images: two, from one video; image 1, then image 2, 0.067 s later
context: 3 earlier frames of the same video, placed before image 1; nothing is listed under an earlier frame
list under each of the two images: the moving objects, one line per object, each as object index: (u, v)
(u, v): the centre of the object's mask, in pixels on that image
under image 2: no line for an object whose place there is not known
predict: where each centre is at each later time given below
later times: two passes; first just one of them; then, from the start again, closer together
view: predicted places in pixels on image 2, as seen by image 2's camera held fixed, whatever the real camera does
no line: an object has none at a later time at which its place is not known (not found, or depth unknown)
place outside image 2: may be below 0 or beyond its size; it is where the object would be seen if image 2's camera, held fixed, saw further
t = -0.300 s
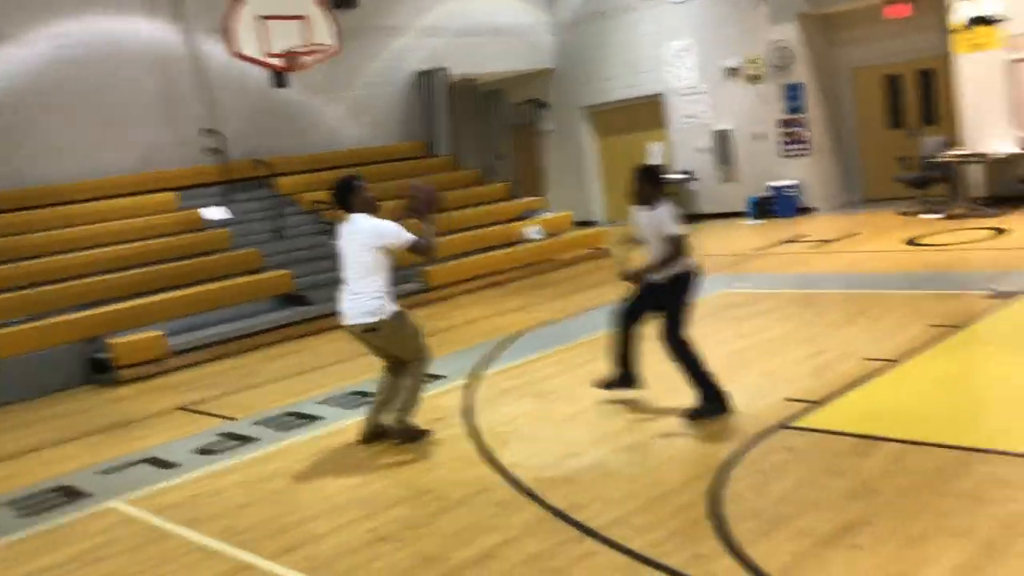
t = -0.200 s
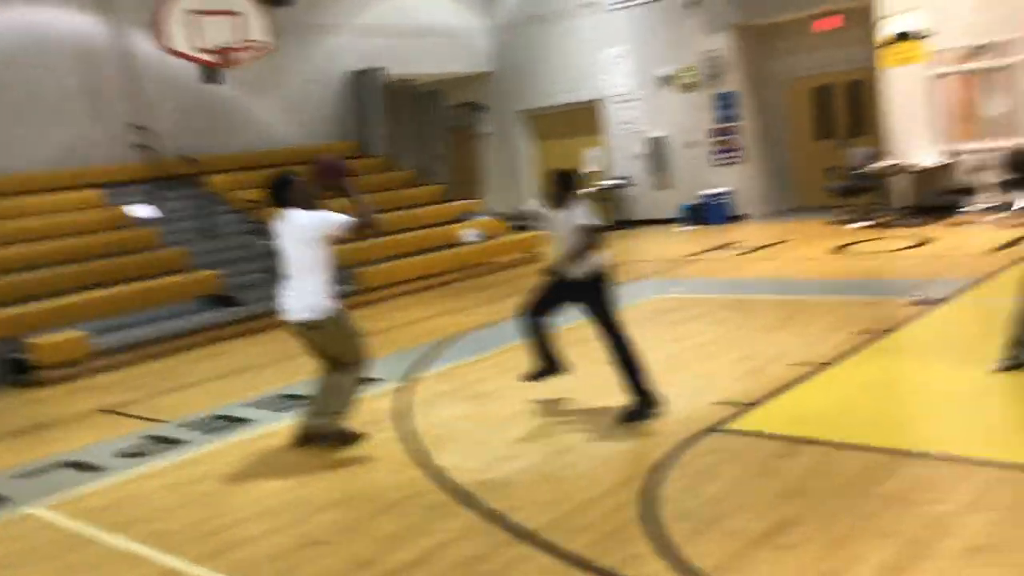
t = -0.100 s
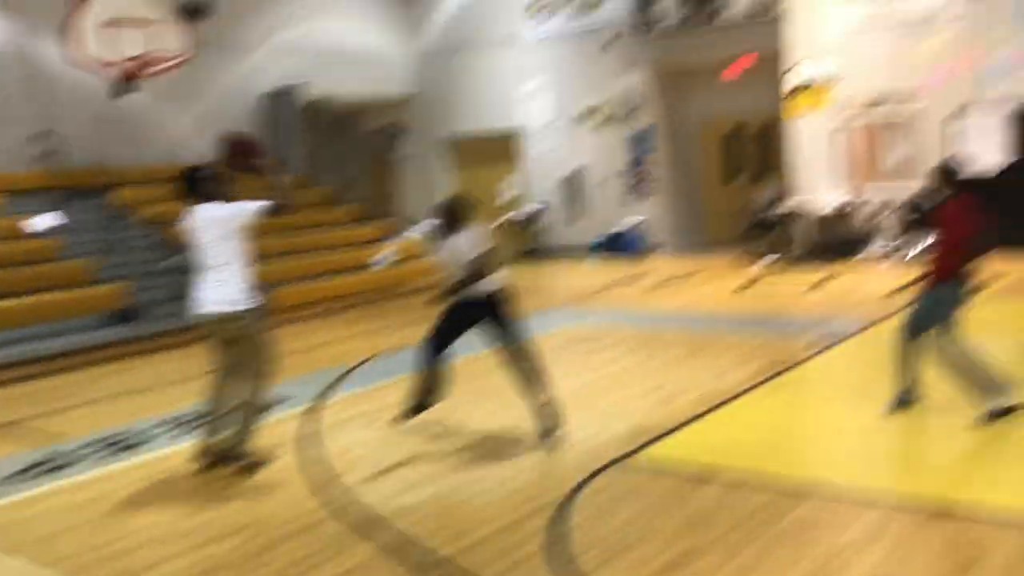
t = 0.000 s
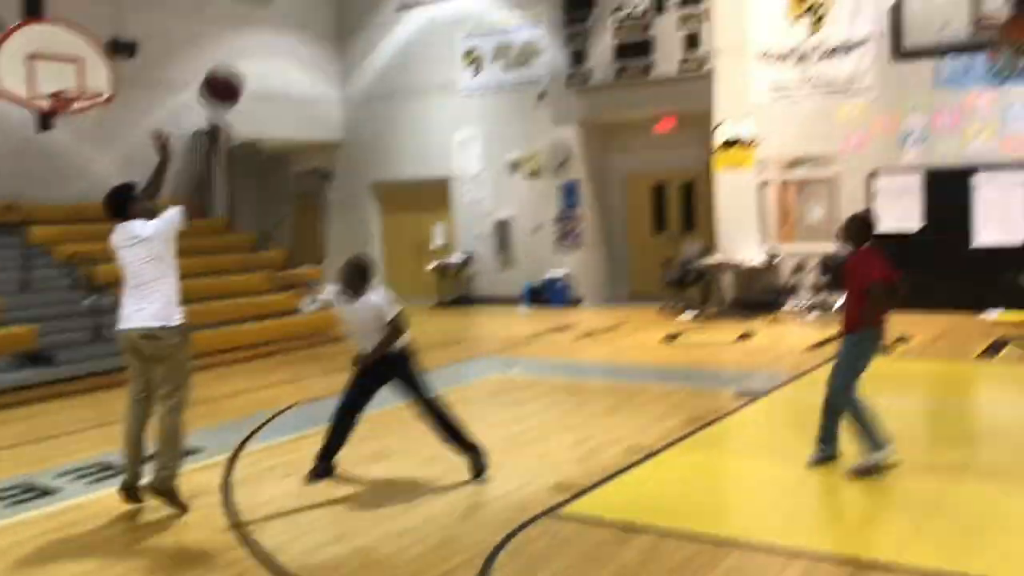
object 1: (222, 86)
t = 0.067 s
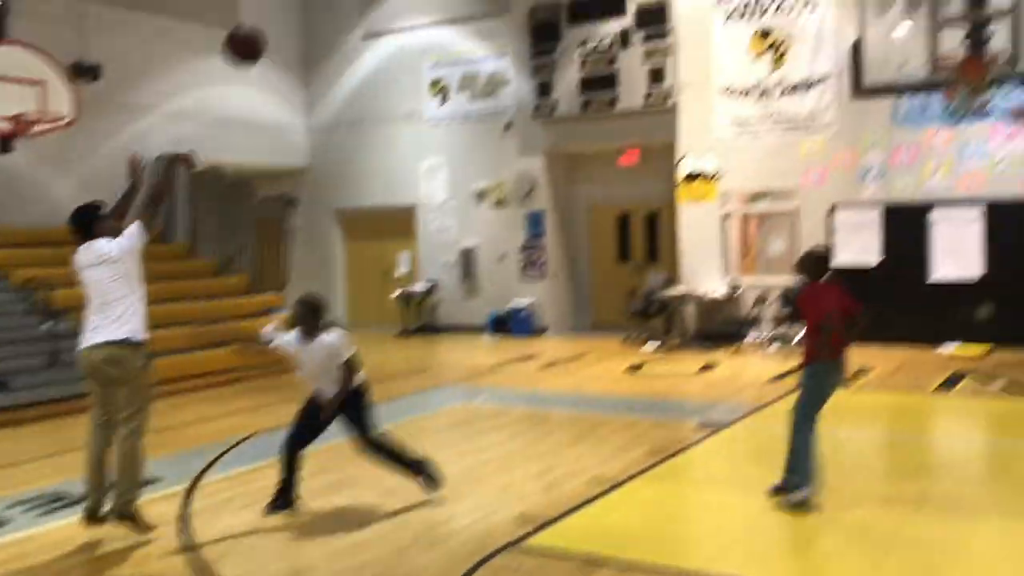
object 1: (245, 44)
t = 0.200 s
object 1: (356, -53)
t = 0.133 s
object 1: (301, -12)
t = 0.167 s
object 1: (328, -33)
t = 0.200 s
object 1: (356, -53)
